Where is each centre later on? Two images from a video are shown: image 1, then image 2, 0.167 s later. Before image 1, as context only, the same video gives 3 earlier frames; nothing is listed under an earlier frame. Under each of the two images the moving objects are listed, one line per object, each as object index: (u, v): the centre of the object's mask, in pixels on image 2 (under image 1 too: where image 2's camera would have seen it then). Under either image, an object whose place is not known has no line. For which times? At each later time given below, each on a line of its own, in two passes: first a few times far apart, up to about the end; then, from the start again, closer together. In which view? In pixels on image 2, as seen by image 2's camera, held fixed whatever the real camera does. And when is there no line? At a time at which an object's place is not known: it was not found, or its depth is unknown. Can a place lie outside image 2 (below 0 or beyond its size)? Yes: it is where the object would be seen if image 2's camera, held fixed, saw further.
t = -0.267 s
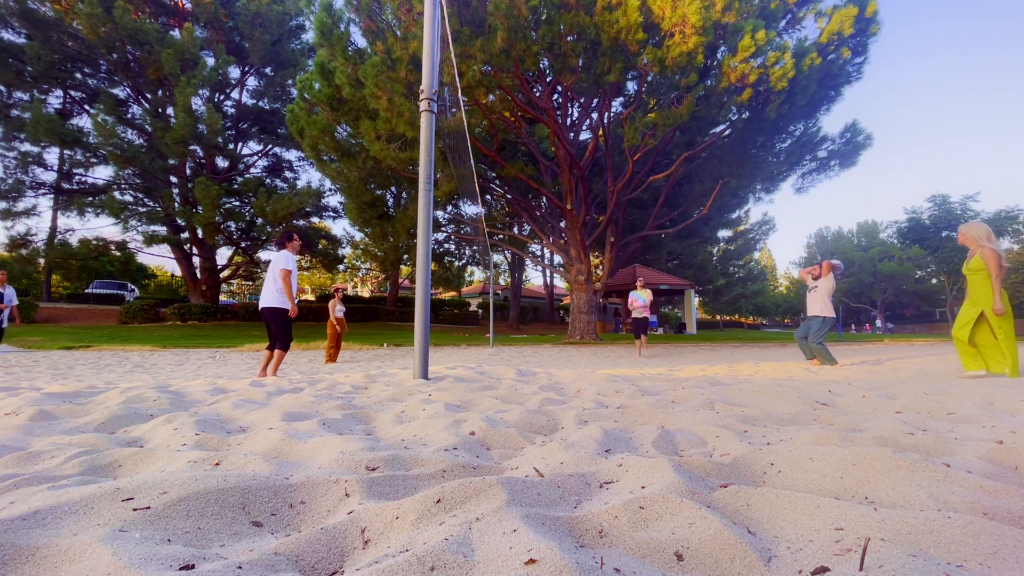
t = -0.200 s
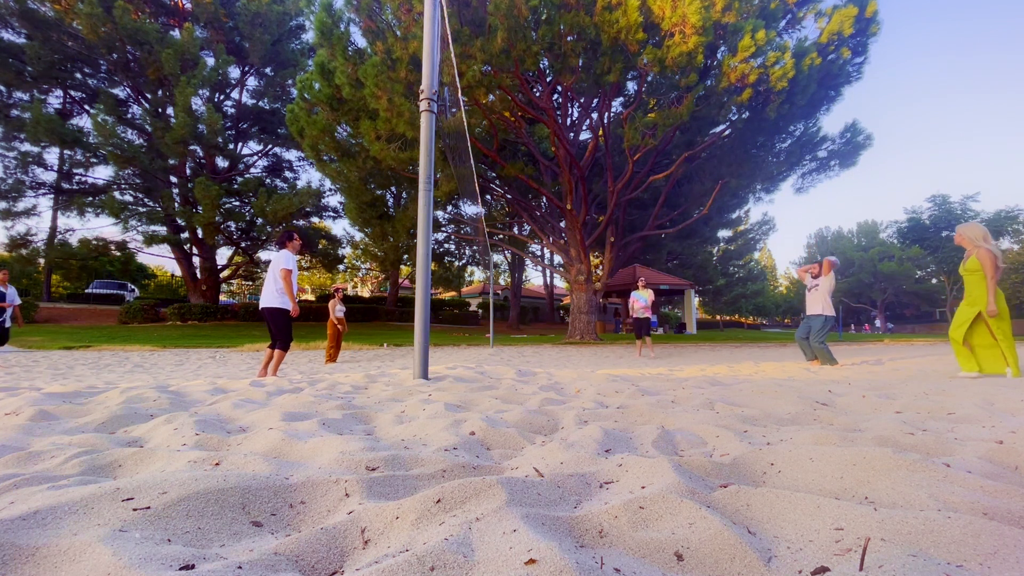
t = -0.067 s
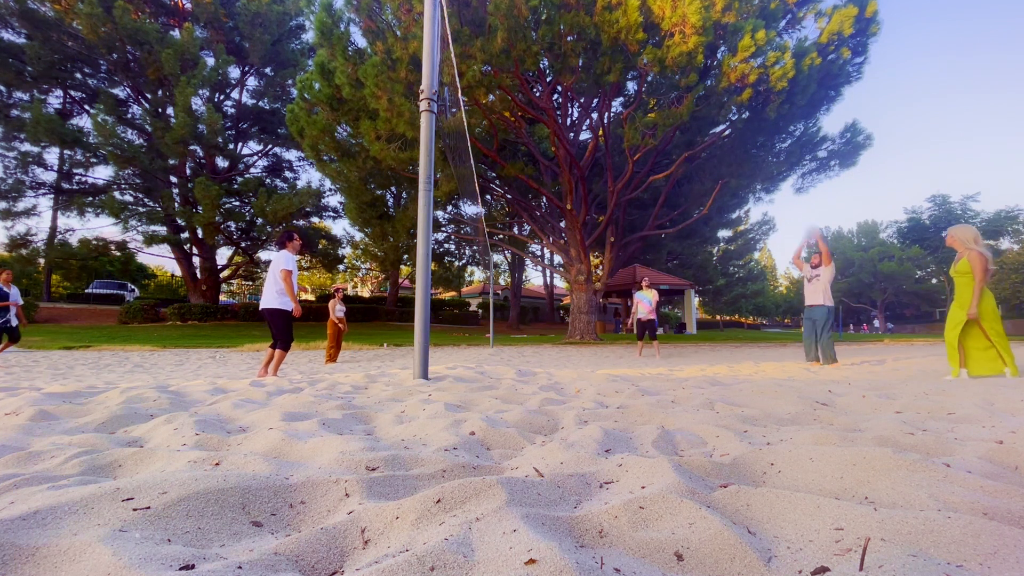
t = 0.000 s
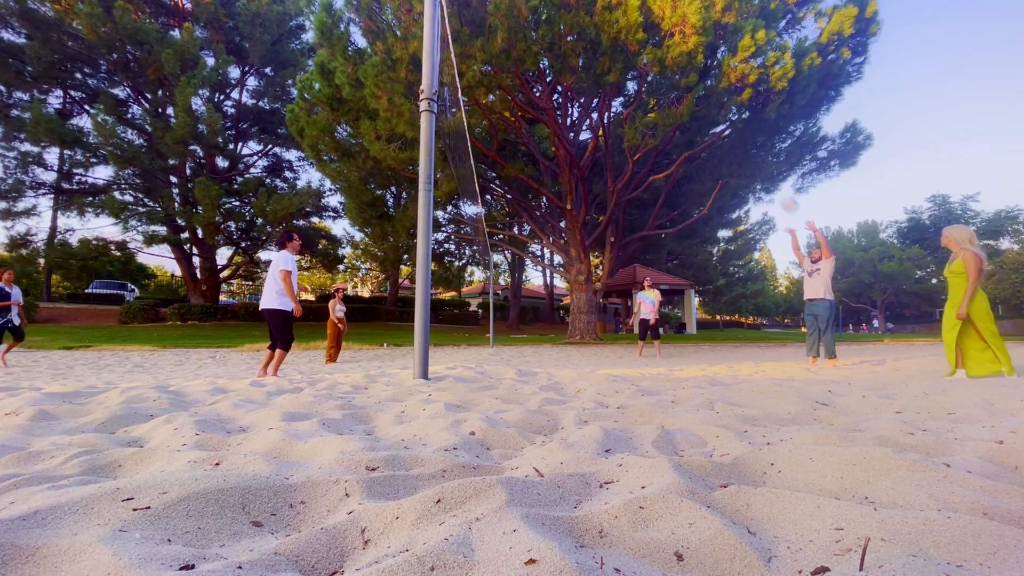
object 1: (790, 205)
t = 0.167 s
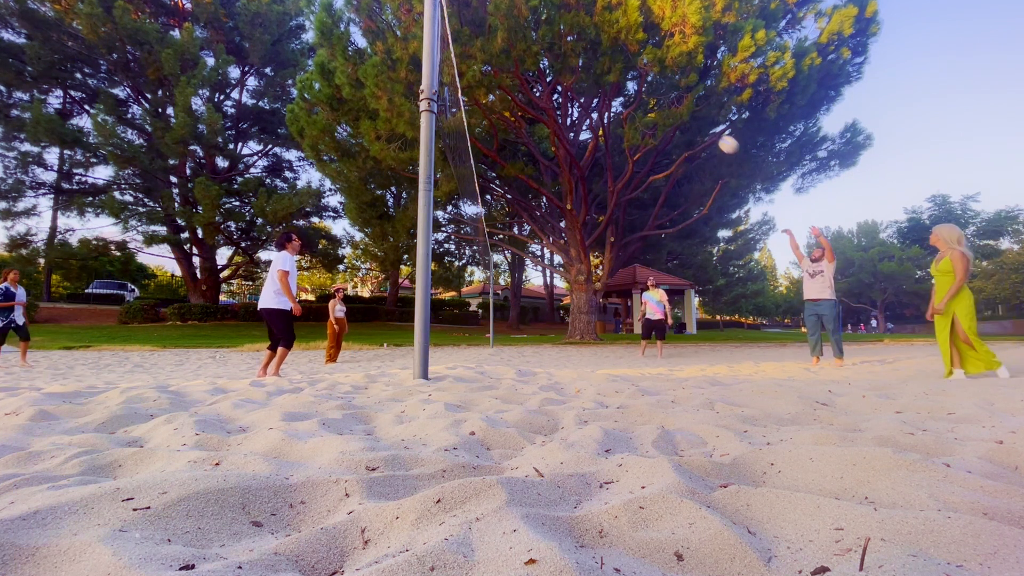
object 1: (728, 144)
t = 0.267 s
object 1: (693, 118)
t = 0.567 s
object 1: (588, 75)
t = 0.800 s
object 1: (507, 82)
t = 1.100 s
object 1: (399, 147)
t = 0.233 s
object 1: (704, 126)
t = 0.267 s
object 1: (693, 118)
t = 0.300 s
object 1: (681, 110)
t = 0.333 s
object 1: (669, 103)
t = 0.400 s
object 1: (646, 92)
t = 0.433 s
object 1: (634, 87)
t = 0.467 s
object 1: (622, 83)
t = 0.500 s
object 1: (611, 80)
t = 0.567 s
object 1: (588, 75)
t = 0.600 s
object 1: (576, 74)
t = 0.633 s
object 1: (565, 73)
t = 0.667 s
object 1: (554, 74)
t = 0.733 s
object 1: (530, 77)
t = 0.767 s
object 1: (519, 79)
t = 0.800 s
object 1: (507, 82)
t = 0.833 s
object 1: (495, 86)
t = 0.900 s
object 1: (472, 97)
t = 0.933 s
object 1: (460, 103)
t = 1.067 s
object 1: (410, 137)
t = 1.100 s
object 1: (399, 147)
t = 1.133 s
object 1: (386, 159)
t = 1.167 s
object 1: (373, 172)
